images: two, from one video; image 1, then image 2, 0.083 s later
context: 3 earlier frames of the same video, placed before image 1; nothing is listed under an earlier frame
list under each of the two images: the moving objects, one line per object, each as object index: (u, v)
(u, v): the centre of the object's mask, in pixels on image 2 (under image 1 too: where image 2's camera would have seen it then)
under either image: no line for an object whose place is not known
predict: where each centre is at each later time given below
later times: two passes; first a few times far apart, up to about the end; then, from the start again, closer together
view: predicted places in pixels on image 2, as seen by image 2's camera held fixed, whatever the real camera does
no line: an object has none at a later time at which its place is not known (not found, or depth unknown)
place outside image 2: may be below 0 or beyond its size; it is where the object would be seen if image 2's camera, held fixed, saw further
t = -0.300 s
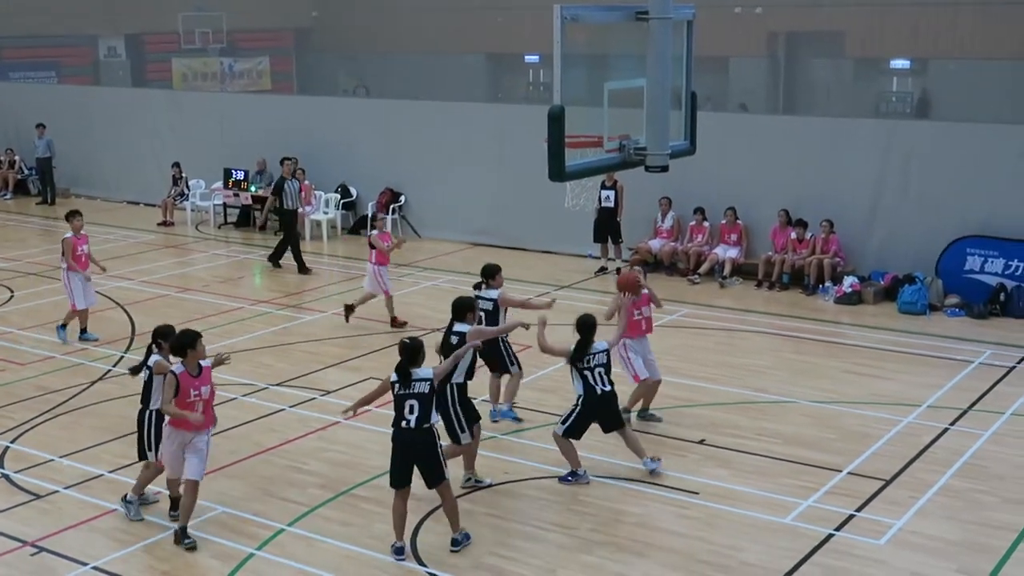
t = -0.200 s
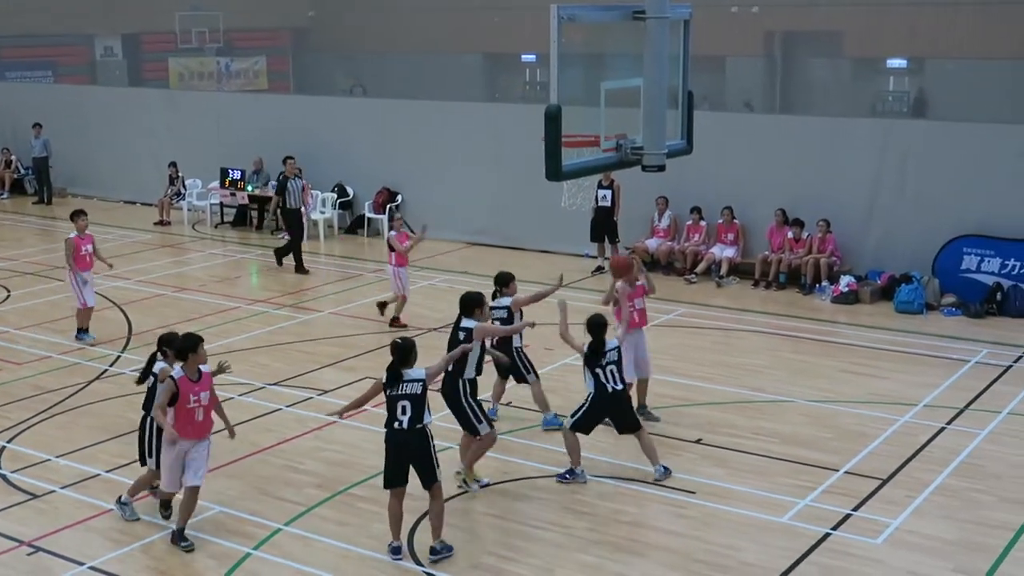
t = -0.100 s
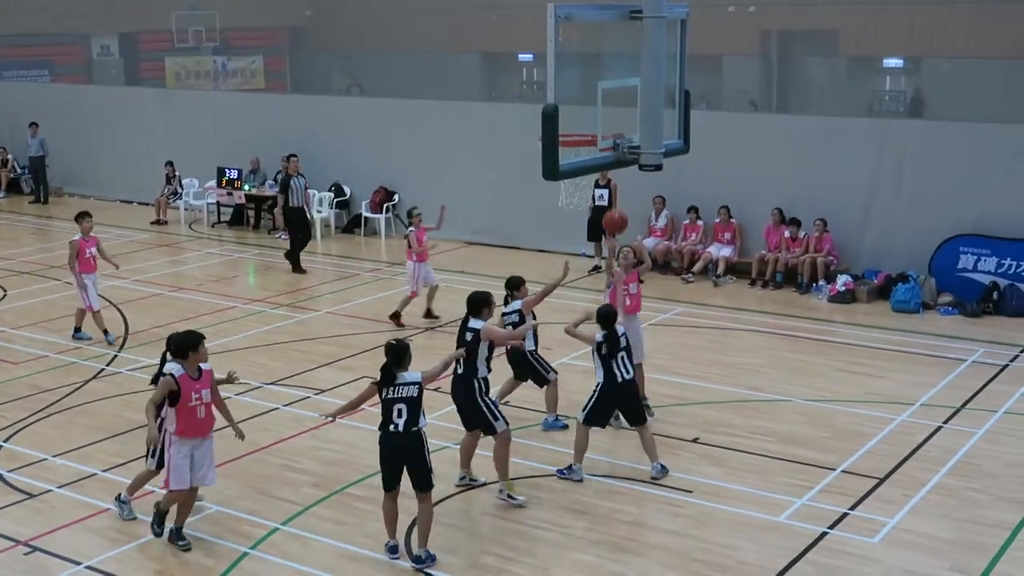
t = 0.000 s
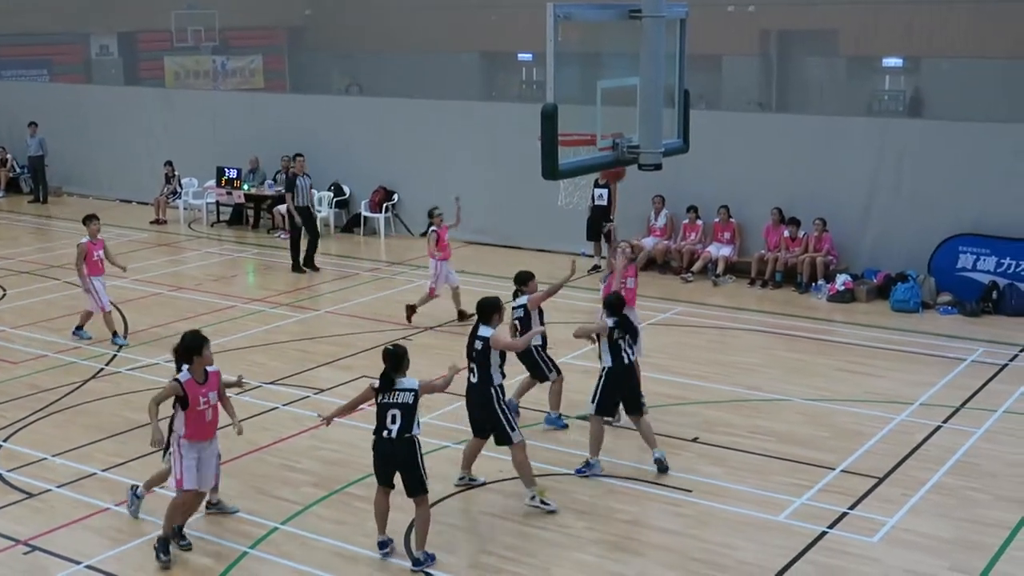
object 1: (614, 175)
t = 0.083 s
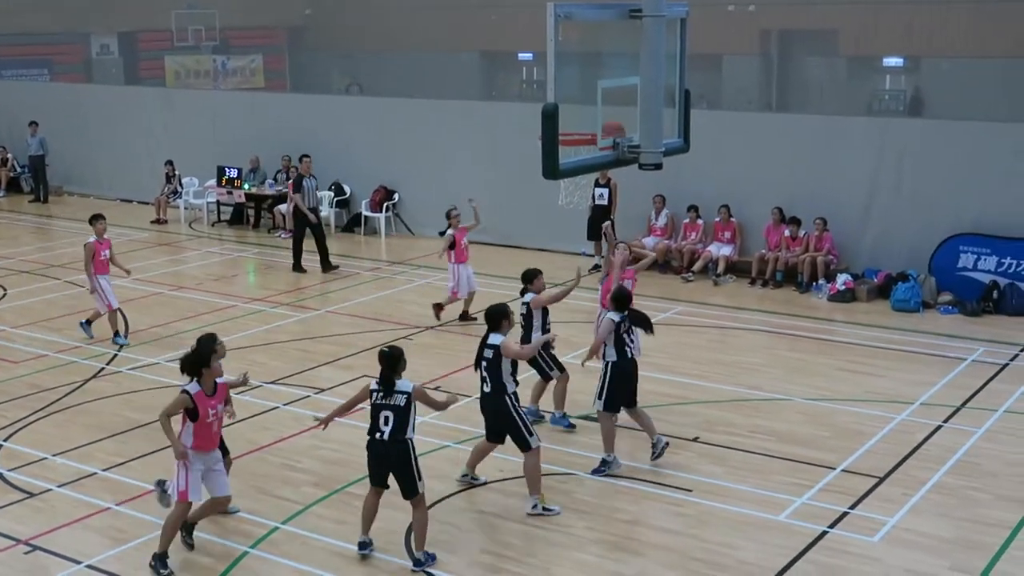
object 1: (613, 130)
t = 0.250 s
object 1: (605, 75)
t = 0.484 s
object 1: (601, 56)
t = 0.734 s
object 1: (591, 109)
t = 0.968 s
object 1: (562, 72)
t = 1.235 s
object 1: (502, 81)
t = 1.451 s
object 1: (464, 162)
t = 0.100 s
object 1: (613, 126)
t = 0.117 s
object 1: (612, 123)
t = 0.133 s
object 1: (612, 115)
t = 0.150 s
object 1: (612, 112)
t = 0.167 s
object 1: (612, 104)
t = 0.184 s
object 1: (611, 99)
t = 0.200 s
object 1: (611, 96)
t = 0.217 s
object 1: (611, 94)
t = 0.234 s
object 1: (611, 92)
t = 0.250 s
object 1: (605, 75)
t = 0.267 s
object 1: (604, 72)
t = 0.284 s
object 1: (605, 70)
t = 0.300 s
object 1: (604, 68)
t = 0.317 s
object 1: (605, 66)
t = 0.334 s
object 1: (604, 64)
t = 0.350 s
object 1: (603, 61)
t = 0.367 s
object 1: (603, 59)
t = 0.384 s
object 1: (603, 58)
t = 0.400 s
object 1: (603, 57)
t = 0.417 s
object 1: (603, 56)
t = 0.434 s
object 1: (602, 56)
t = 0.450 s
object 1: (602, 55)
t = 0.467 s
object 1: (601, 55)
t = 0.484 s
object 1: (601, 56)
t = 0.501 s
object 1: (600, 56)
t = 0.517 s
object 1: (599, 57)
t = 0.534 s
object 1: (598, 58)
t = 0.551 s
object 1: (598, 60)
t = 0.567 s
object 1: (598, 62)
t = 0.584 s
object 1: (597, 64)
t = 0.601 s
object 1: (596, 67)
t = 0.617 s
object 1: (595, 70)
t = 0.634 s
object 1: (594, 75)
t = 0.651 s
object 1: (592, 78)
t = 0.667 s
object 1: (590, 85)
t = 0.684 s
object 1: (592, 91)
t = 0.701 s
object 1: (591, 96)
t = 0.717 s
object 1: (591, 102)
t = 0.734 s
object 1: (591, 109)
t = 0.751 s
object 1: (590, 116)
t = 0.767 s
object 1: (589, 121)
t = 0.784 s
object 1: (586, 119)
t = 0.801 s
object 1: (584, 115)
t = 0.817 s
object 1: (581, 109)
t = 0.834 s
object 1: (578, 103)
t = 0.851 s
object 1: (575, 97)
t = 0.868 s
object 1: (572, 92)
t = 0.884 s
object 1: (570, 87)
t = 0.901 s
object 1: (568, 84)
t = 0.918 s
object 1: (566, 81)
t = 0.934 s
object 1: (564, 76)
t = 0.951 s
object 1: (564, 76)
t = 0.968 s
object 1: (562, 72)
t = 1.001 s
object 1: (539, 68)
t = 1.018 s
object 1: (538, 66)
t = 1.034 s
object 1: (536, 64)
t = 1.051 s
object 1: (534, 63)
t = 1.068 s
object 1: (533, 63)
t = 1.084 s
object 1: (530, 63)
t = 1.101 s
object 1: (527, 63)
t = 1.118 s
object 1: (524, 64)
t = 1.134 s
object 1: (521, 66)
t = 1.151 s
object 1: (518, 68)
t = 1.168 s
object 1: (515, 70)
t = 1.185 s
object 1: (511, 72)
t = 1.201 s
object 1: (507, 75)
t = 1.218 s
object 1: (505, 78)
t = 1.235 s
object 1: (502, 81)
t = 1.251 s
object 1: (499, 85)
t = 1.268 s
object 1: (495, 90)
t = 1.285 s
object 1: (492, 95)
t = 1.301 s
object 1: (489, 100)
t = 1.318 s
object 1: (486, 106)
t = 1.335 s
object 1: (483, 111)
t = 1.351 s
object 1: (480, 118)
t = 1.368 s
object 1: (477, 124)
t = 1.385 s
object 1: (474, 131)
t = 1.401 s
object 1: (471, 138)
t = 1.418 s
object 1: (469, 146)
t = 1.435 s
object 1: (466, 154)
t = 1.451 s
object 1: (464, 162)
